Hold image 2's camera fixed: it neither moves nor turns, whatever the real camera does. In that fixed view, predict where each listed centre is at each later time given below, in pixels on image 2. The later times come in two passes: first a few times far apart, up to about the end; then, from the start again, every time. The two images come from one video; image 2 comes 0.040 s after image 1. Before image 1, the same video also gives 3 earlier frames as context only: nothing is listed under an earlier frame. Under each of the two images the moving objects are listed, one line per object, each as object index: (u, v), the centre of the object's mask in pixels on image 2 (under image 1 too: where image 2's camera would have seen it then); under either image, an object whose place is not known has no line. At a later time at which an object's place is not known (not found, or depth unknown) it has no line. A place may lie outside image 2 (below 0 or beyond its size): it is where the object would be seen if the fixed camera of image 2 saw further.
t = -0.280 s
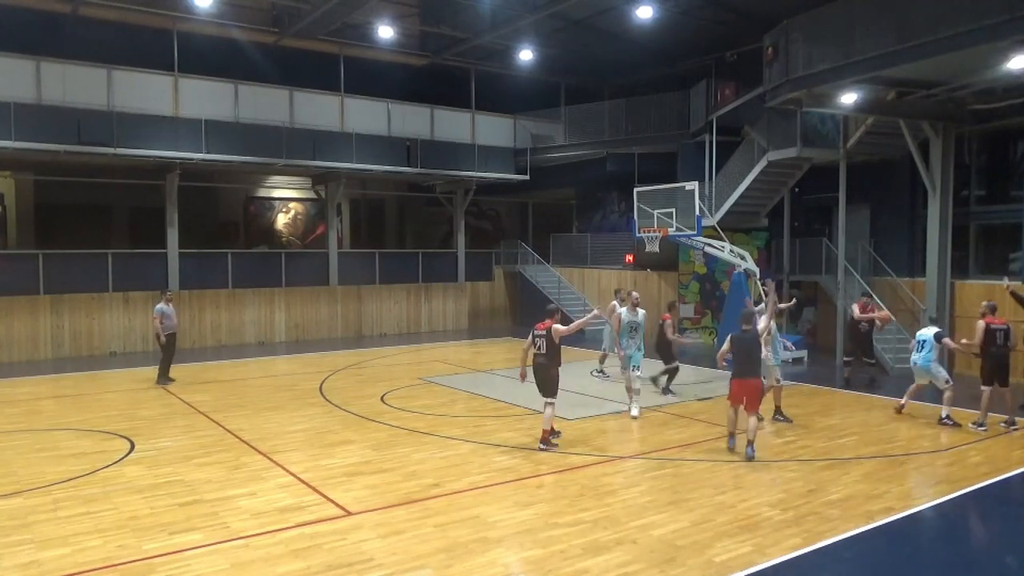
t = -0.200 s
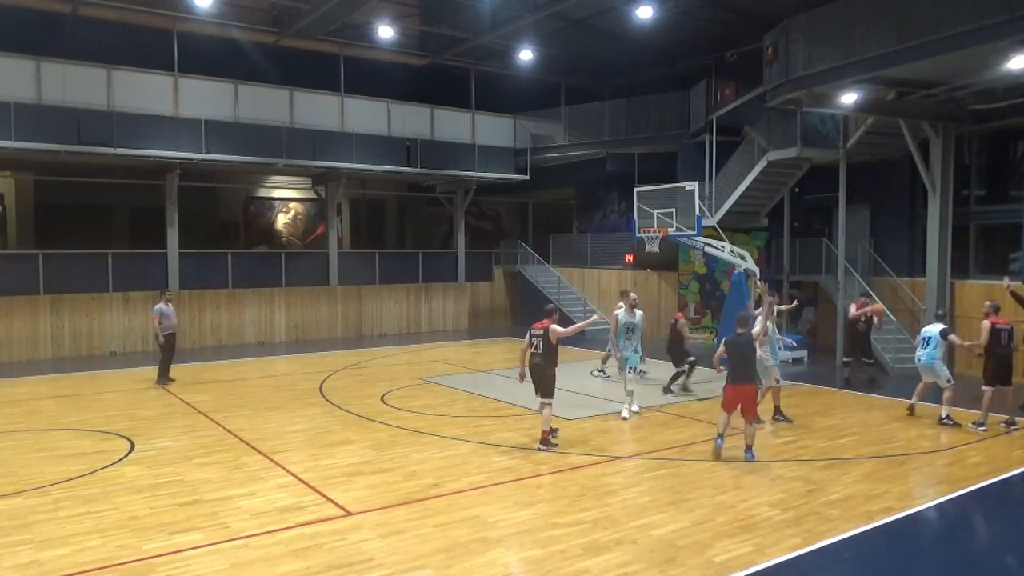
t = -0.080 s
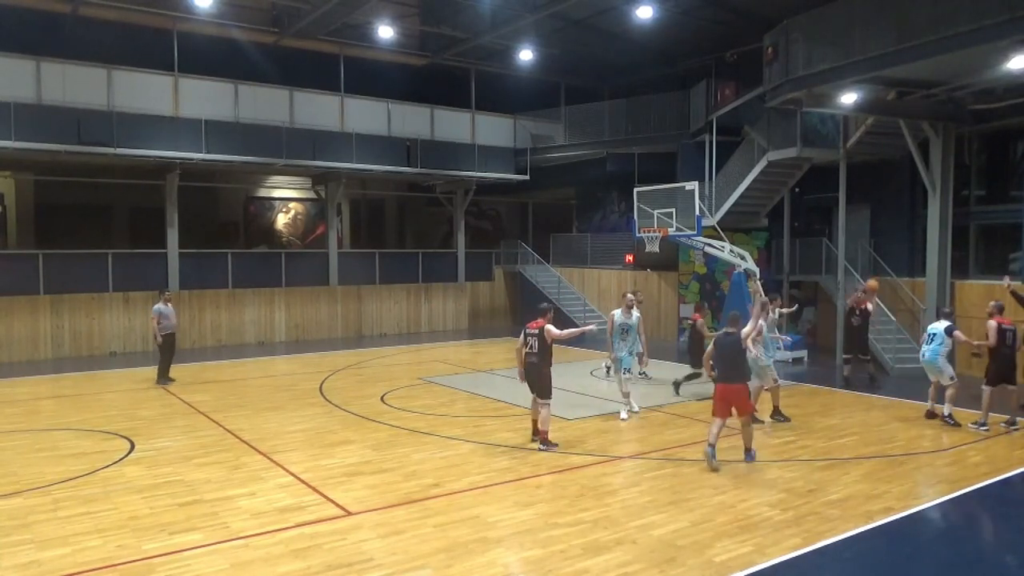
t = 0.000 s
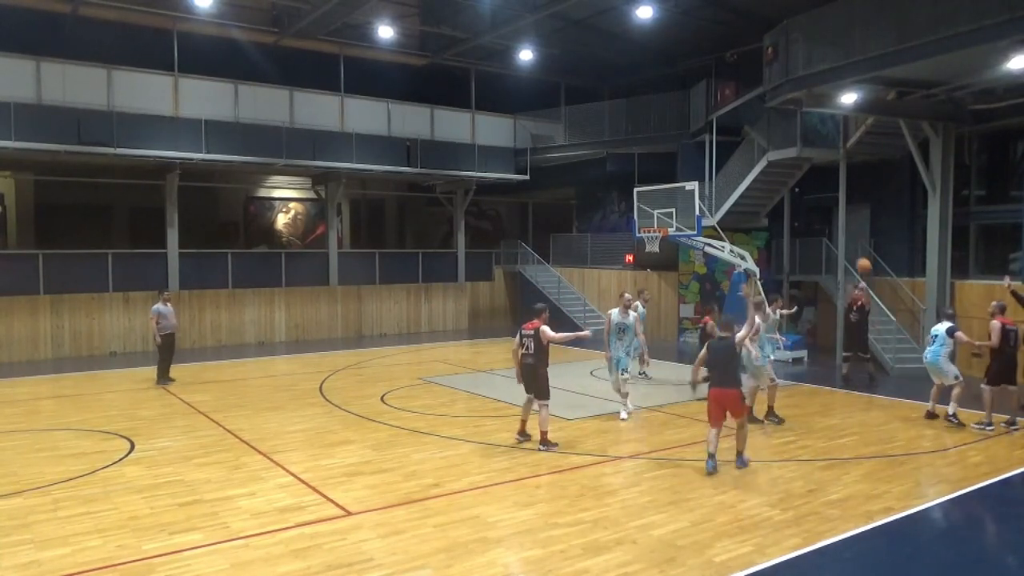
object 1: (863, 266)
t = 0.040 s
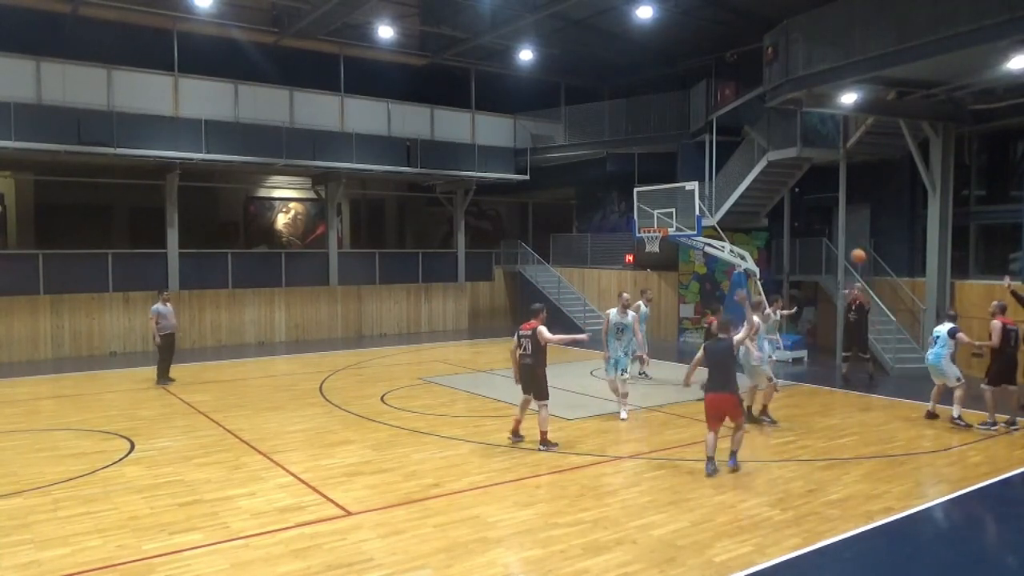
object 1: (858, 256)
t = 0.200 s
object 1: (833, 226)
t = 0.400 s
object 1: (798, 204)
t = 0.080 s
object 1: (852, 248)
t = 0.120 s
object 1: (847, 239)
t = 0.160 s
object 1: (840, 232)
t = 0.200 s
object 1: (833, 226)
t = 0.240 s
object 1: (827, 220)
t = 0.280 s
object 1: (820, 215)
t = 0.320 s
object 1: (813, 210)
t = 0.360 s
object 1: (806, 207)
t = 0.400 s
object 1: (798, 204)
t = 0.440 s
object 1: (790, 203)
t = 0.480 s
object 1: (782, 202)
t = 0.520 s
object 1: (773, 203)
